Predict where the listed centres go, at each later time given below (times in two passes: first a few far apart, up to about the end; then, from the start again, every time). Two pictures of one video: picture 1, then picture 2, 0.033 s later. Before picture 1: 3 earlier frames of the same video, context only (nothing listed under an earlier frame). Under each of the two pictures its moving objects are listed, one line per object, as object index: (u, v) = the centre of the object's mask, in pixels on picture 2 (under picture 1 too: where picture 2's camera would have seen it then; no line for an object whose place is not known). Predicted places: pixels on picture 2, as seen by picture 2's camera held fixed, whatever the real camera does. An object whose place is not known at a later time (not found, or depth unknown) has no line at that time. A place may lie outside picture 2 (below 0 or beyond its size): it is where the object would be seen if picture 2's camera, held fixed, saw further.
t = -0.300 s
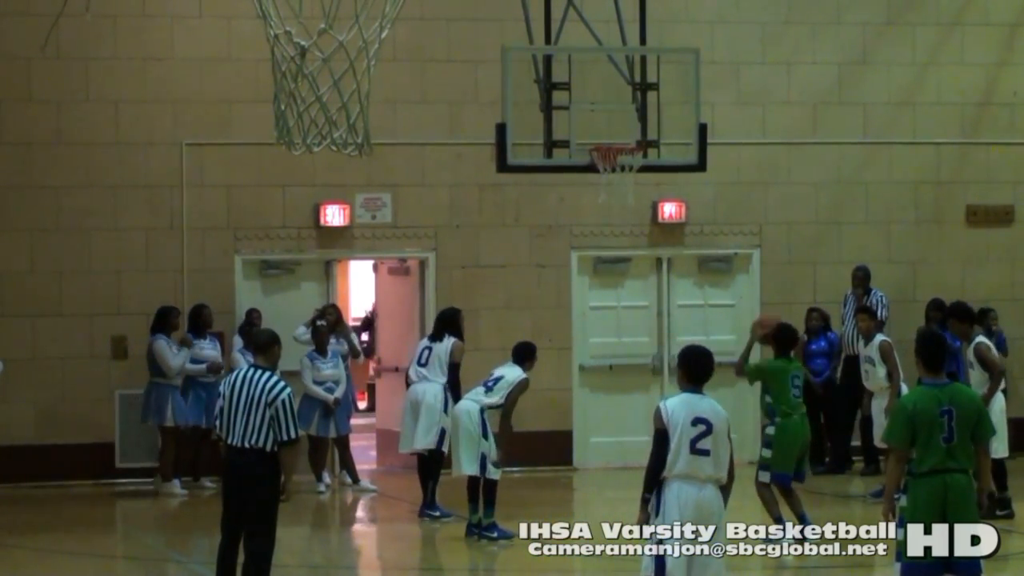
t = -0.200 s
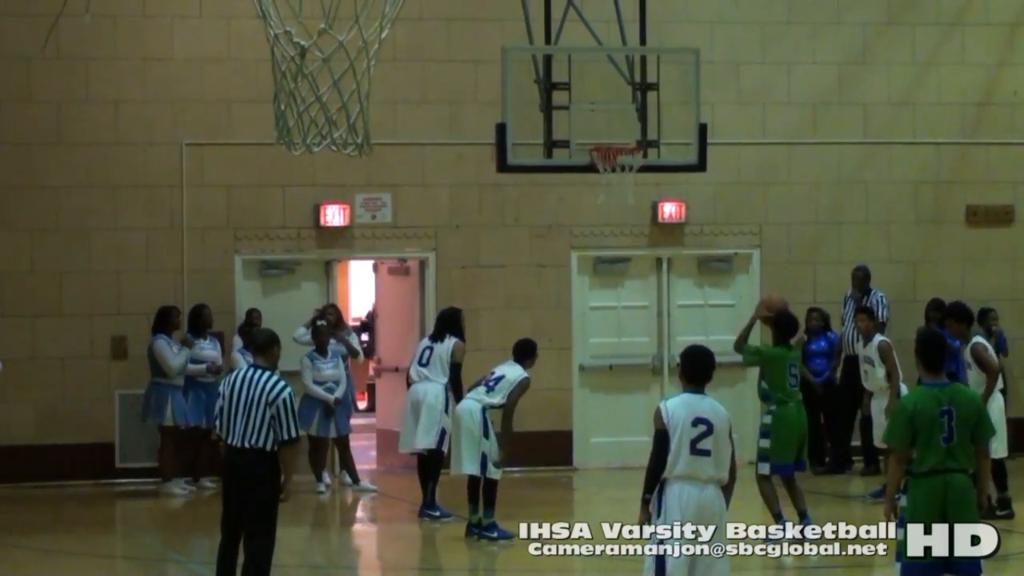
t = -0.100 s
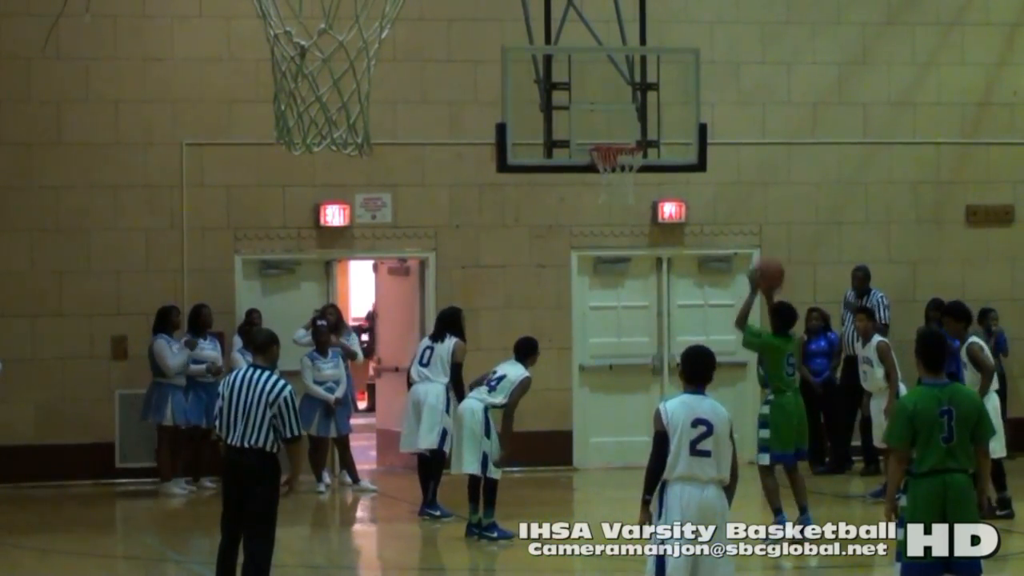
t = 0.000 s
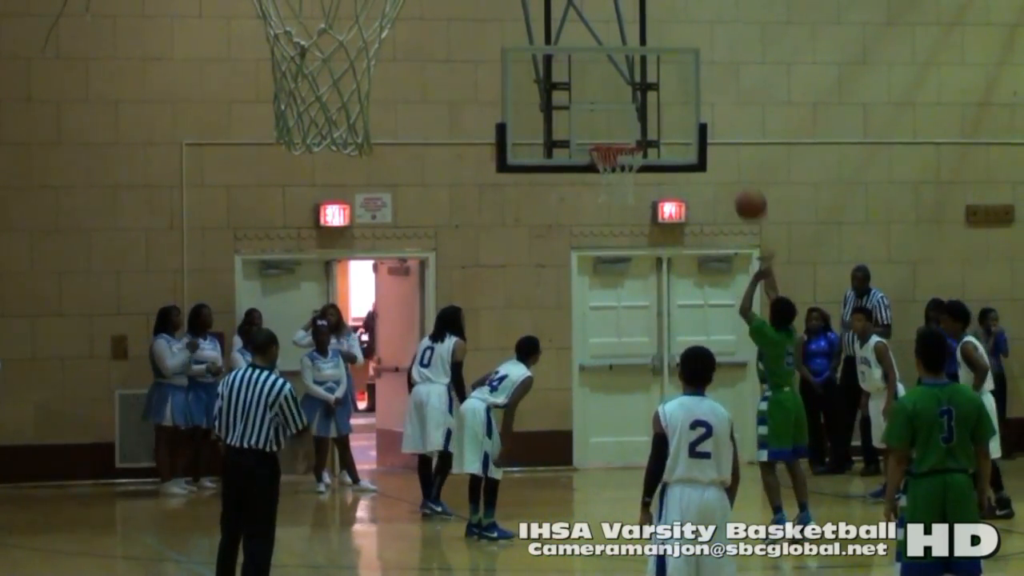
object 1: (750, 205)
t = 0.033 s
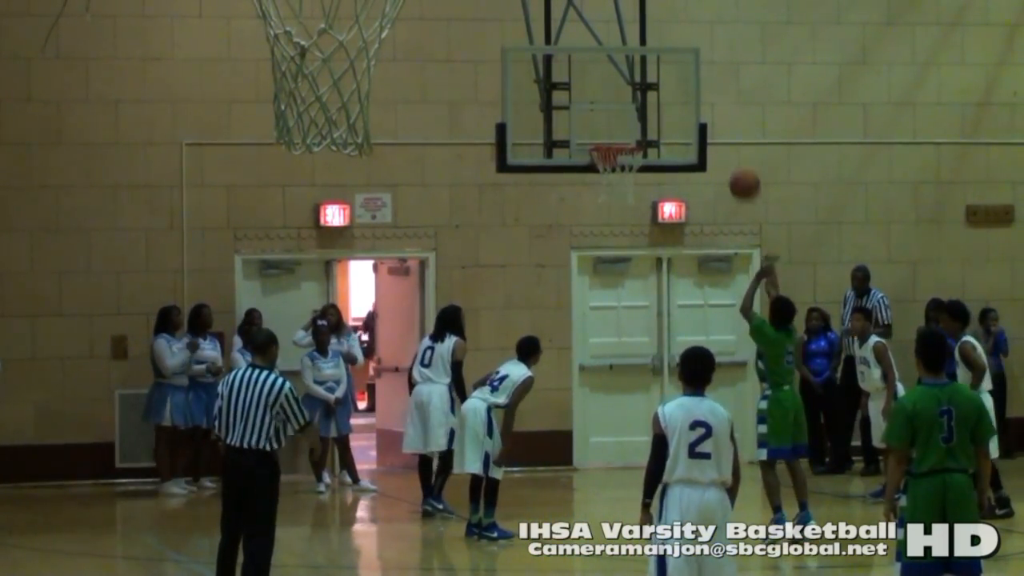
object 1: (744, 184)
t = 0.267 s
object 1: (703, 86)
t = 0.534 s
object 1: (660, 59)
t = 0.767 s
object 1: (626, 102)
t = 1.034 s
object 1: (601, 101)
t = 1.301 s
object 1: (581, 109)
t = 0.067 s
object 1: (738, 166)
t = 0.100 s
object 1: (732, 148)
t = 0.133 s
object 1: (726, 133)
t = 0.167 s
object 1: (720, 119)
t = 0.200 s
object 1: (714, 106)
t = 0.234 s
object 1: (709, 95)
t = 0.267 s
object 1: (703, 86)
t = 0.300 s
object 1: (697, 78)
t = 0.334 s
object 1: (691, 70)
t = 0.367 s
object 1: (686, 65)
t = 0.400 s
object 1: (681, 61)
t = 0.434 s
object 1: (675, 59)
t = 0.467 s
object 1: (670, 57)
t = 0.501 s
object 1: (665, 57)
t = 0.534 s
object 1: (660, 59)
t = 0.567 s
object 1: (655, 61)
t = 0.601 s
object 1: (650, 64)
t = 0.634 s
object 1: (645, 70)
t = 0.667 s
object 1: (640, 76)
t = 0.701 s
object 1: (635, 83)
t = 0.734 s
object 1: (631, 93)
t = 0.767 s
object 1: (626, 102)
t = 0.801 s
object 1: (621, 114)
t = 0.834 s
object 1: (617, 126)
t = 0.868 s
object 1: (613, 136)
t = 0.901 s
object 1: (611, 127)
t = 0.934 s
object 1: (608, 119)
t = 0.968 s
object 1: (606, 112)
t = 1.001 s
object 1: (603, 106)
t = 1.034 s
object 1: (601, 101)
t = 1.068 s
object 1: (598, 98)
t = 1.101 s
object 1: (595, 96)
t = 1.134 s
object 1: (593, 95)
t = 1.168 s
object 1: (590, 95)
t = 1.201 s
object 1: (588, 97)
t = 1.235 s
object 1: (586, 99)
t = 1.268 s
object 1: (583, 103)
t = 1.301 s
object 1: (581, 109)
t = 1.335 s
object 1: (578, 115)
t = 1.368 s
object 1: (576, 124)
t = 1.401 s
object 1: (573, 132)
